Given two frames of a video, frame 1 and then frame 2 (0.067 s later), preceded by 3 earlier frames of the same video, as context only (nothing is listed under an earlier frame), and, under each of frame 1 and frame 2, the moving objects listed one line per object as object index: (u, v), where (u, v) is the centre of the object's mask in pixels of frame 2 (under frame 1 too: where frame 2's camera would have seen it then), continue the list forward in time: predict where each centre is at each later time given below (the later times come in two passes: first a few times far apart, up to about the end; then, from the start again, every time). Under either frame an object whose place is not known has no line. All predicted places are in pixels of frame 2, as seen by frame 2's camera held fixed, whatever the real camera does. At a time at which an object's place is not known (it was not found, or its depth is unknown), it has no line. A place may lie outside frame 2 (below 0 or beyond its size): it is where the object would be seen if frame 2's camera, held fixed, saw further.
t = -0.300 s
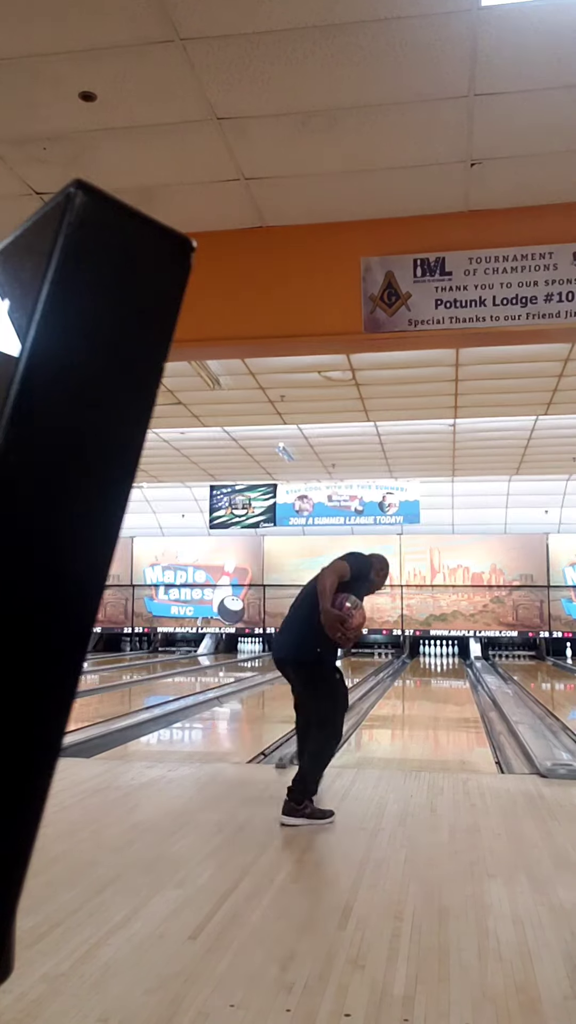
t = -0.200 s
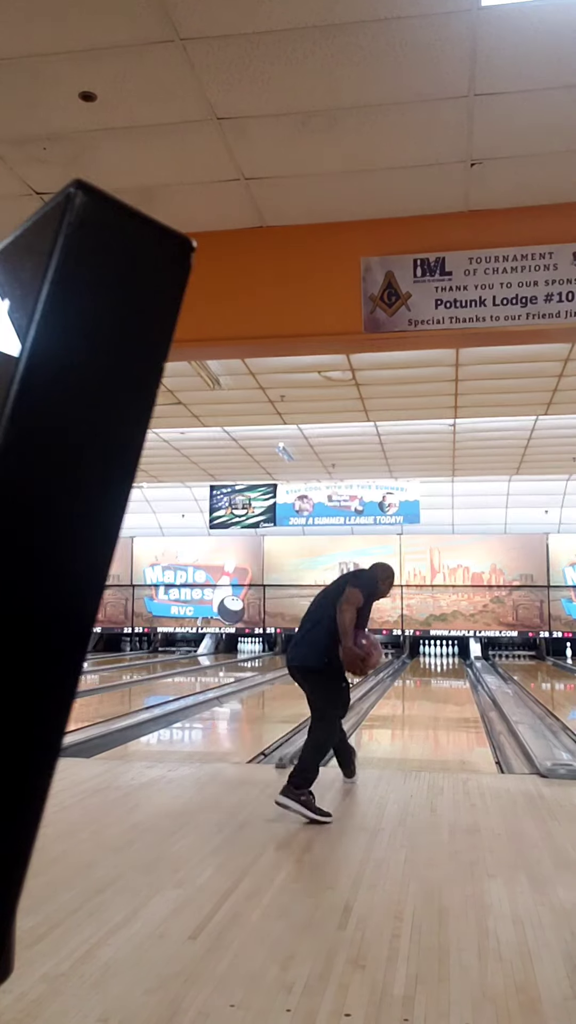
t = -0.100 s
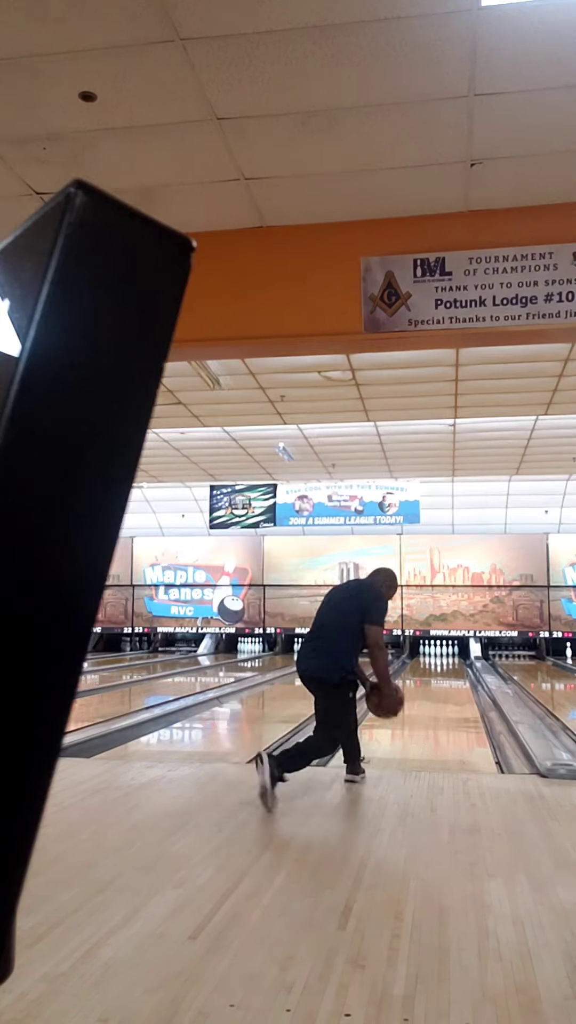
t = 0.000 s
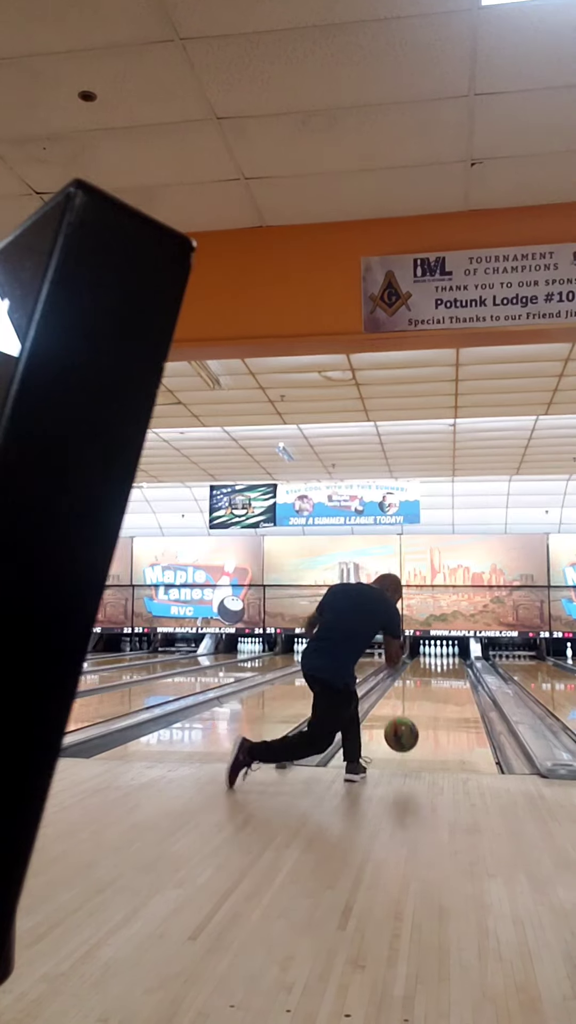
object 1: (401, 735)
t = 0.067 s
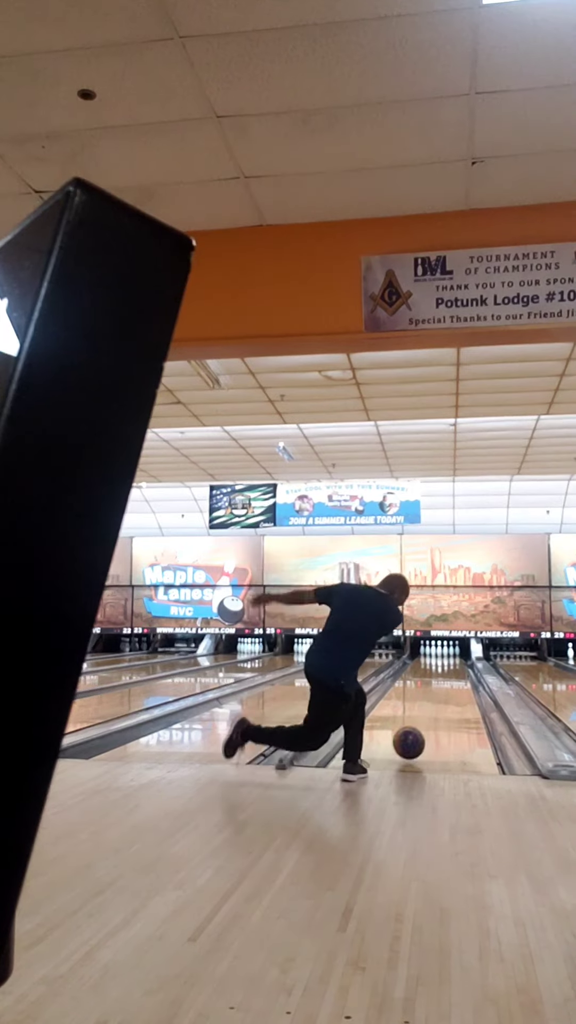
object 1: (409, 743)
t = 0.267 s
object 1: (421, 722)
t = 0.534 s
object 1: (432, 701)
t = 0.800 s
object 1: (439, 689)
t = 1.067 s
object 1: (443, 679)
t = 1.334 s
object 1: (446, 671)
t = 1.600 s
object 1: (447, 666)
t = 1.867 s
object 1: (447, 662)
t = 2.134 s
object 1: (446, 658)
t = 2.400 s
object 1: (443, 655)
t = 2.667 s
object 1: (438, 653)
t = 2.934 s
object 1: (433, 652)
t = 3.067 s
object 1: (429, 650)
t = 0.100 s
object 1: (411, 736)
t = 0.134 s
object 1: (413, 732)
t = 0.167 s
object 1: (415, 729)
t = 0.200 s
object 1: (417, 728)
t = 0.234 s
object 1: (419, 724)
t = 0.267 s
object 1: (421, 722)
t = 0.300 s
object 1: (423, 719)
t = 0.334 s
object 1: (425, 716)
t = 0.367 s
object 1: (426, 713)
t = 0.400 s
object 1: (427, 710)
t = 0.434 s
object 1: (429, 708)
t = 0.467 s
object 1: (430, 705)
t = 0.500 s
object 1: (431, 704)
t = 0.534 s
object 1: (432, 701)
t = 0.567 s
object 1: (433, 699)
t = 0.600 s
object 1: (434, 697)
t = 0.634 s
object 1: (435, 696)
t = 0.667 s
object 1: (436, 694)
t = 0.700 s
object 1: (437, 693)
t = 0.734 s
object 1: (438, 691)
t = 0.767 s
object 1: (438, 689)
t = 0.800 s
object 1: (439, 689)
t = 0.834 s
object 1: (440, 687)
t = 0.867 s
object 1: (441, 686)
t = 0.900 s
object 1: (441, 685)
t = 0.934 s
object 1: (442, 683)
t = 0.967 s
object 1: (442, 682)
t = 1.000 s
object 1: (443, 681)
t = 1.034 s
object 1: (443, 680)
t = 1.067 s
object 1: (443, 679)
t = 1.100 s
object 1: (444, 678)
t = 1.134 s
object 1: (444, 677)
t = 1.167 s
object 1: (445, 676)
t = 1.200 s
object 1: (445, 675)
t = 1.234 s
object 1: (446, 674)
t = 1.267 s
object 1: (446, 673)
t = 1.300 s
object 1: (446, 672)
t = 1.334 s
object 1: (446, 671)
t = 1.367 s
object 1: (447, 671)
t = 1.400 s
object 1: (446, 670)
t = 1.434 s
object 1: (447, 670)
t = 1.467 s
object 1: (446, 669)
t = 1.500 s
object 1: (446, 668)
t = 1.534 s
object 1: (447, 667)
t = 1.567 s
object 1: (447, 667)
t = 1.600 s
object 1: (447, 666)
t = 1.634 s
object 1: (447, 666)
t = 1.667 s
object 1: (447, 665)
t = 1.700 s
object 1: (447, 665)
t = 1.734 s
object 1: (447, 664)
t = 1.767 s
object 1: (447, 663)
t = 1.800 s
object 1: (447, 663)
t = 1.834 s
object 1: (448, 662)
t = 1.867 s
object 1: (447, 662)
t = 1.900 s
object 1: (447, 661)
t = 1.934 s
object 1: (447, 661)
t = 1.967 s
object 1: (447, 660)
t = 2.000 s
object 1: (446, 660)
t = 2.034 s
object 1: (447, 659)
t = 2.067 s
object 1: (446, 659)
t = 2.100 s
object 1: (446, 659)
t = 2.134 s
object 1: (446, 658)
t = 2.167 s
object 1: (446, 658)
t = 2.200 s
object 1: (445, 658)
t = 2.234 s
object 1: (445, 657)
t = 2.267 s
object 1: (445, 657)
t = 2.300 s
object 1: (444, 656)
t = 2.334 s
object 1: (444, 656)
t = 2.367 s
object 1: (443, 656)
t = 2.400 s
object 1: (443, 655)
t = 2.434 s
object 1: (442, 655)
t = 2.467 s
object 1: (442, 655)
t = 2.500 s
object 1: (441, 654)
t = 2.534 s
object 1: (441, 654)
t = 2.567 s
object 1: (440, 654)
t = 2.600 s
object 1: (439, 654)
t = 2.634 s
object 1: (438, 653)
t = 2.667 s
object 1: (438, 653)
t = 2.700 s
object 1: (438, 653)
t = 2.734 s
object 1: (437, 653)
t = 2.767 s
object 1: (437, 653)
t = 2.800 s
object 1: (436, 652)
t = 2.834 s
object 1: (435, 652)
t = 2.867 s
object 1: (435, 652)
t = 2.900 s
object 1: (434, 652)
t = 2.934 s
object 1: (433, 652)
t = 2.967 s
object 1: (432, 652)
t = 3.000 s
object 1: (431, 652)
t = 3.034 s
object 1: (429, 651)
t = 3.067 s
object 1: (429, 650)
